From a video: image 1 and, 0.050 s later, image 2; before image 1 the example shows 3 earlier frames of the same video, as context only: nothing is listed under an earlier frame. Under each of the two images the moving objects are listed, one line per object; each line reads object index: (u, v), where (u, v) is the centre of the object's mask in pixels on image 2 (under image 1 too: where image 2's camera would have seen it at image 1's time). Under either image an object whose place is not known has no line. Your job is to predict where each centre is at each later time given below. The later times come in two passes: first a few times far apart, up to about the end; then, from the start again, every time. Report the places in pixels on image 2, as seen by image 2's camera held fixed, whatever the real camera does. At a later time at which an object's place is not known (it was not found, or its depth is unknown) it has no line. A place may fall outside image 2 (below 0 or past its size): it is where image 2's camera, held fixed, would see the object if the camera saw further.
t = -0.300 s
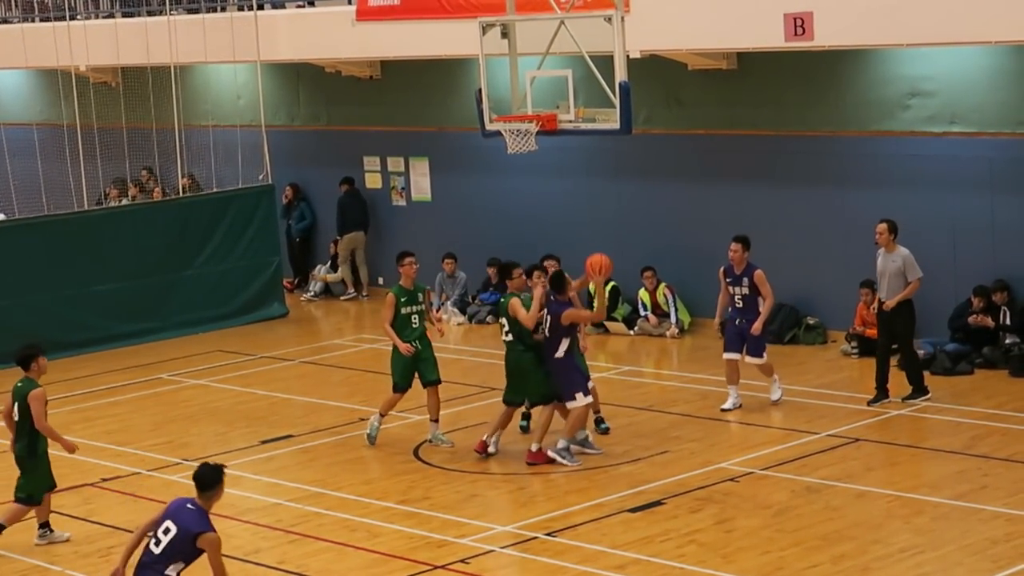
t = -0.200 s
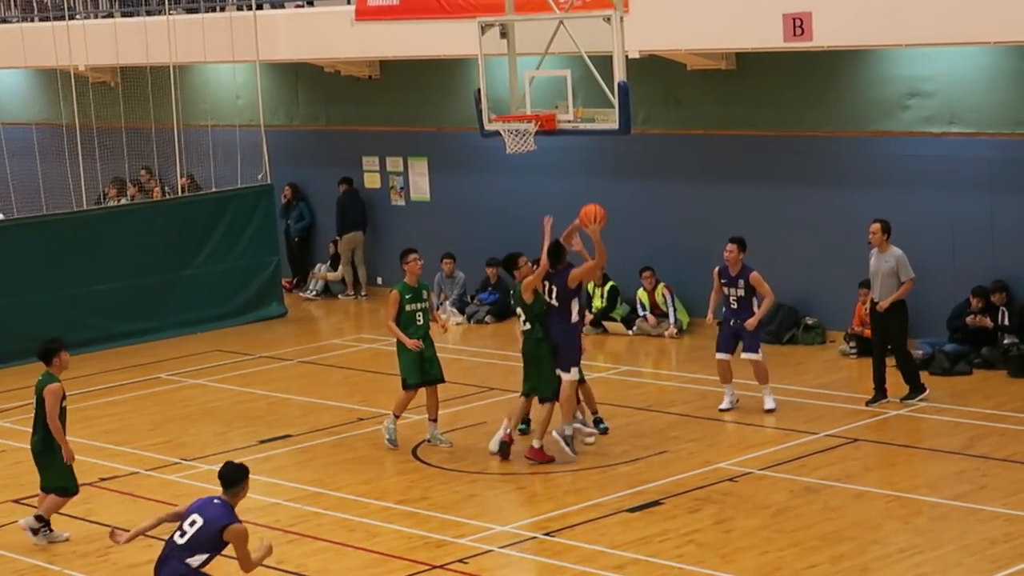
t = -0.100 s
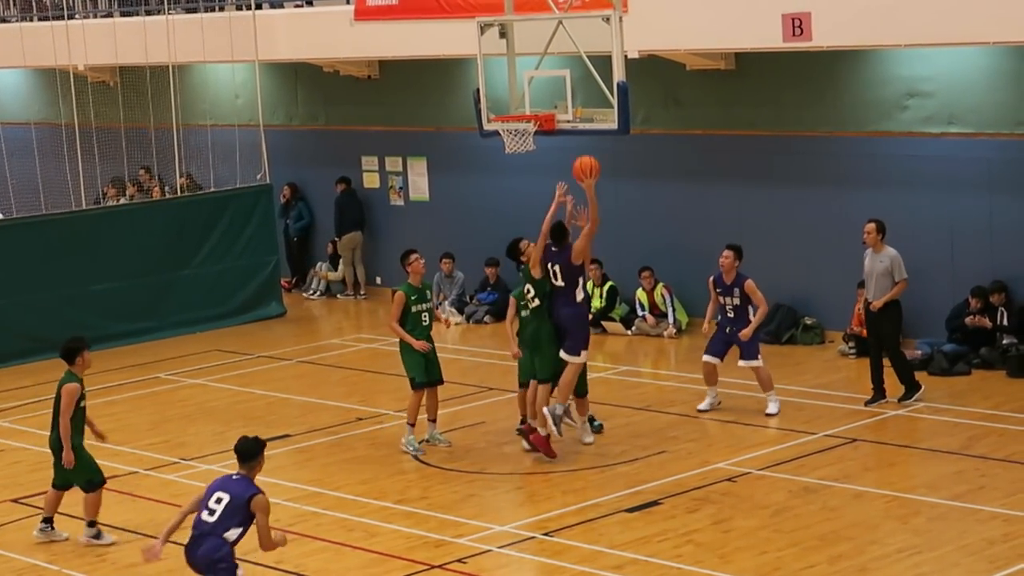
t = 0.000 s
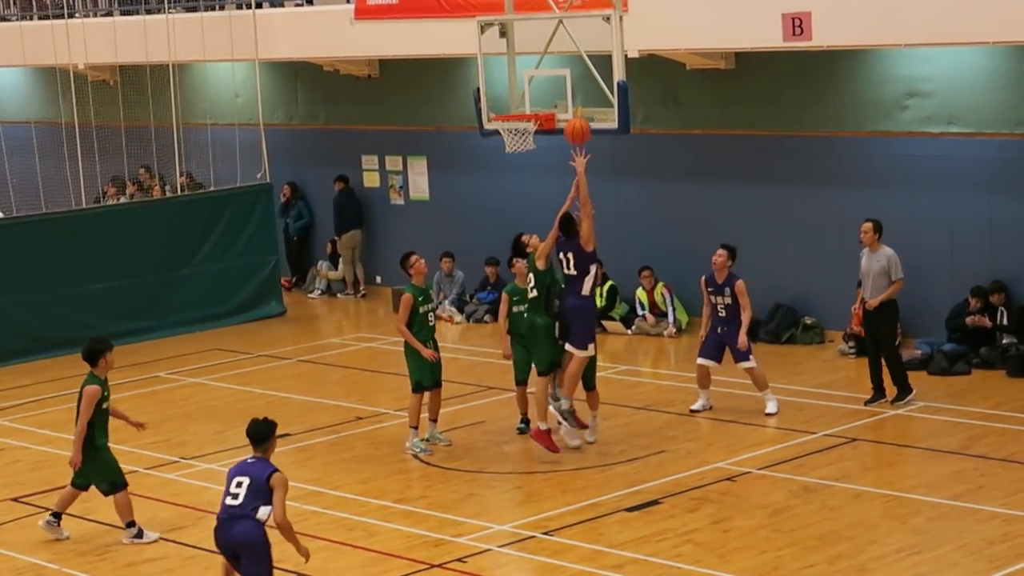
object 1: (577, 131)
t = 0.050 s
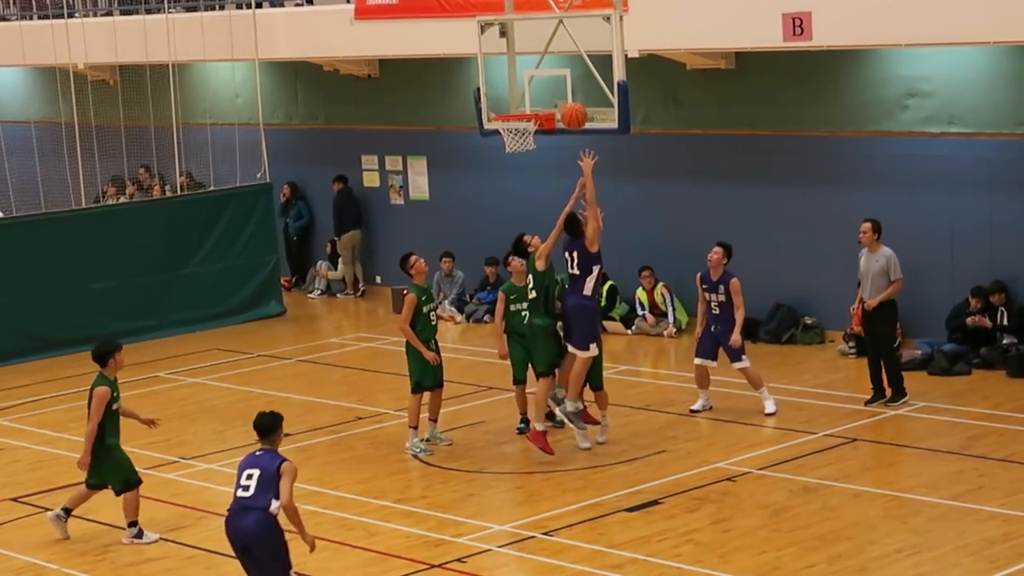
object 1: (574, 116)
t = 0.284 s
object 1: (544, 95)
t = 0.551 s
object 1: (501, 126)
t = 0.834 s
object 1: (527, 167)
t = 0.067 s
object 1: (572, 112)
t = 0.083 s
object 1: (571, 108)
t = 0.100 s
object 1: (570, 104)
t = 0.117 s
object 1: (569, 101)
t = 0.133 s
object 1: (567, 98)
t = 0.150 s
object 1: (566, 96)
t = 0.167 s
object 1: (565, 93)
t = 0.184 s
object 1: (564, 91)
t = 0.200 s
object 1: (564, 90)
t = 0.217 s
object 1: (560, 90)
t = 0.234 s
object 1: (556, 91)
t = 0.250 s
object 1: (552, 92)
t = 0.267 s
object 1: (548, 93)
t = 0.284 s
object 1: (544, 95)
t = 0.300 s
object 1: (540, 96)
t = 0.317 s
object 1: (536, 99)
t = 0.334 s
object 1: (532, 101)
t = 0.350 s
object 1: (528, 103)
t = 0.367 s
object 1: (524, 105)
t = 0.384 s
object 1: (521, 108)
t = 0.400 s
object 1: (516, 113)
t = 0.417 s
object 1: (513, 117)
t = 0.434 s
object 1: (508, 121)
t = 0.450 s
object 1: (504, 126)
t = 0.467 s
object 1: (501, 131)
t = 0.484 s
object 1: (500, 131)
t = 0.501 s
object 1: (499, 127)
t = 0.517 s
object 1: (500, 127)
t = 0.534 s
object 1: (500, 127)
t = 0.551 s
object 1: (501, 126)
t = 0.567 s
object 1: (502, 126)
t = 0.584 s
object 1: (503, 126)
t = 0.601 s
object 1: (506, 127)
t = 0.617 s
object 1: (506, 127)
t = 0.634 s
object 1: (509, 134)
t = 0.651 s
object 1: (510, 135)
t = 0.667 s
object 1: (512, 137)
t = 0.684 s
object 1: (514, 139)
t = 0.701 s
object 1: (516, 141)
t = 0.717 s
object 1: (519, 154)
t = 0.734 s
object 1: (518, 146)
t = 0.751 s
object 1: (521, 151)
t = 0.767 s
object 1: (523, 157)
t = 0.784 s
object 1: (524, 159)
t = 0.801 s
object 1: (525, 161)
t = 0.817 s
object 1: (526, 164)
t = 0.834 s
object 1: (527, 167)
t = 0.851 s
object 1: (529, 171)
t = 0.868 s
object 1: (531, 176)
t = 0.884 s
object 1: (533, 182)
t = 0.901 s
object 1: (534, 187)
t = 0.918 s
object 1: (537, 193)
